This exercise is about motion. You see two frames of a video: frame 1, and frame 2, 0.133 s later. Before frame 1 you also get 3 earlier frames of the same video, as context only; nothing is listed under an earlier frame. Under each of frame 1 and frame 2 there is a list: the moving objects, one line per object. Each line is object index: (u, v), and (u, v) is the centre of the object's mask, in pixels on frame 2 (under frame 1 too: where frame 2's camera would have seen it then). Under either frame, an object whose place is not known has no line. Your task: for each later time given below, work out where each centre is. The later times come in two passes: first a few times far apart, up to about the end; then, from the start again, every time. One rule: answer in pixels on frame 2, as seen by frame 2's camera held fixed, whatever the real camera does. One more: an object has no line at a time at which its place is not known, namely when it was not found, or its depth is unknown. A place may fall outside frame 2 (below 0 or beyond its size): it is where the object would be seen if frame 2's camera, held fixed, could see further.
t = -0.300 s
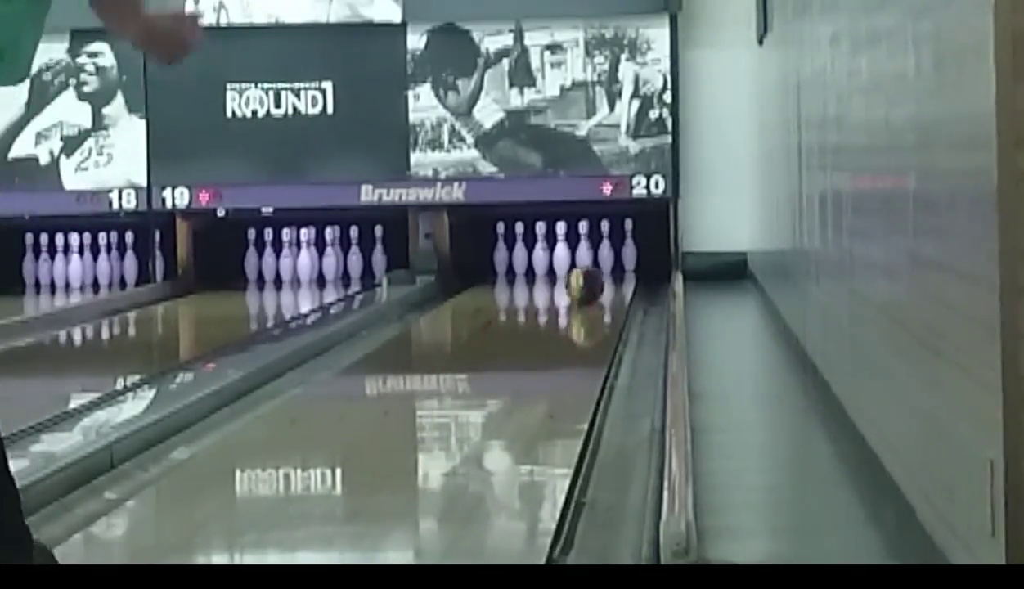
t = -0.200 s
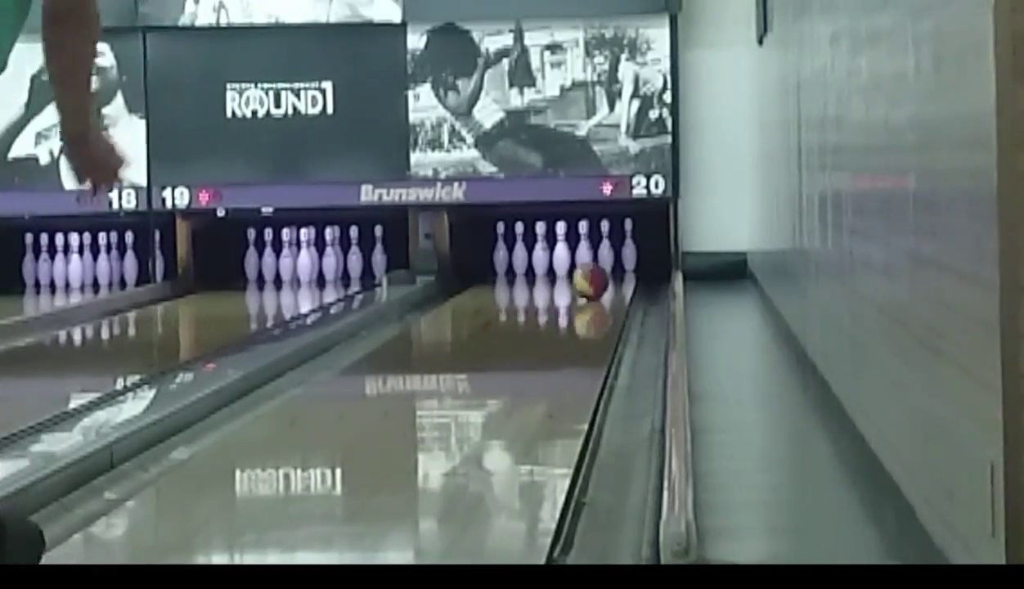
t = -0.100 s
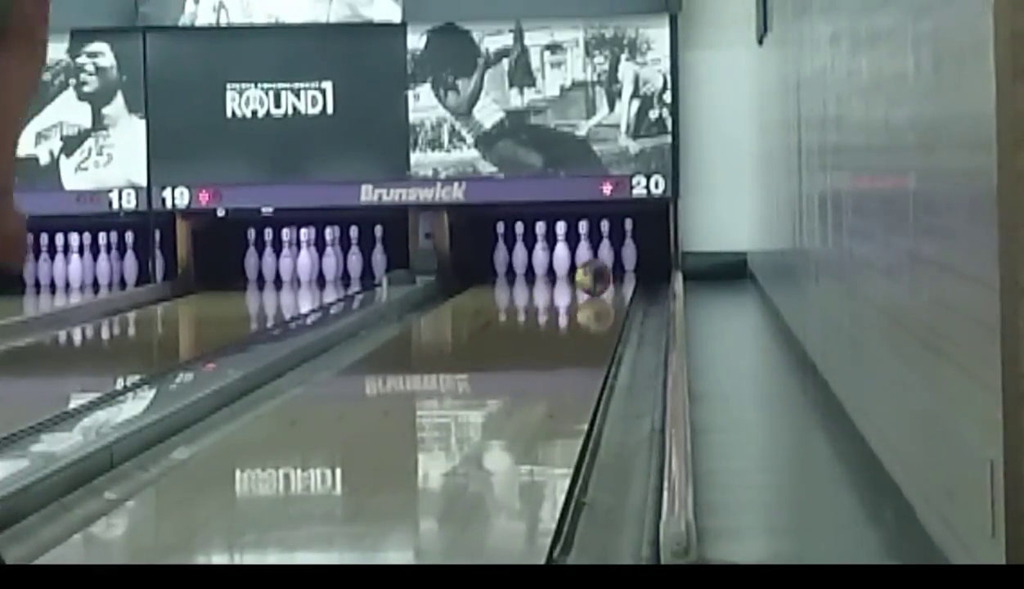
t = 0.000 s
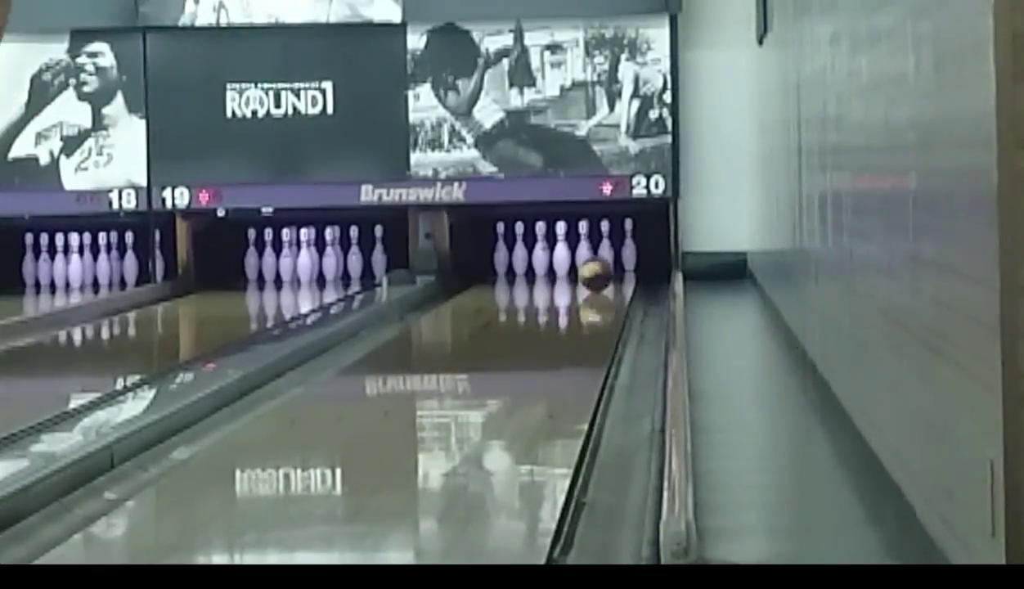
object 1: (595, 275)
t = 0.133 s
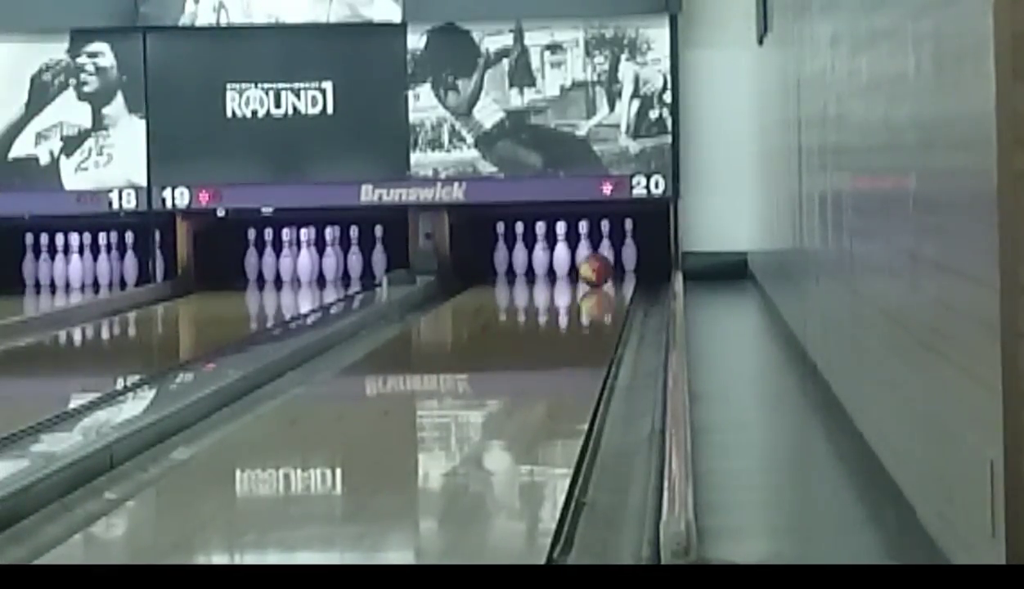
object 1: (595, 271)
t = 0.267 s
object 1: (590, 267)
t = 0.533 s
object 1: (584, 266)
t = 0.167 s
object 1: (594, 270)
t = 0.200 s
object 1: (594, 269)
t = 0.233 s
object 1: (592, 268)
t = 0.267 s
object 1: (590, 267)
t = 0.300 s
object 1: (589, 267)
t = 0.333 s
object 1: (587, 267)
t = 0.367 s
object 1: (586, 266)
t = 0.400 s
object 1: (584, 266)
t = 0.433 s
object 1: (583, 265)
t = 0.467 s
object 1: (582, 265)
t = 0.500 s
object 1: (583, 264)
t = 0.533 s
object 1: (584, 266)
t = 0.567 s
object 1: (585, 265)
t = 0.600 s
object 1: (586, 264)
